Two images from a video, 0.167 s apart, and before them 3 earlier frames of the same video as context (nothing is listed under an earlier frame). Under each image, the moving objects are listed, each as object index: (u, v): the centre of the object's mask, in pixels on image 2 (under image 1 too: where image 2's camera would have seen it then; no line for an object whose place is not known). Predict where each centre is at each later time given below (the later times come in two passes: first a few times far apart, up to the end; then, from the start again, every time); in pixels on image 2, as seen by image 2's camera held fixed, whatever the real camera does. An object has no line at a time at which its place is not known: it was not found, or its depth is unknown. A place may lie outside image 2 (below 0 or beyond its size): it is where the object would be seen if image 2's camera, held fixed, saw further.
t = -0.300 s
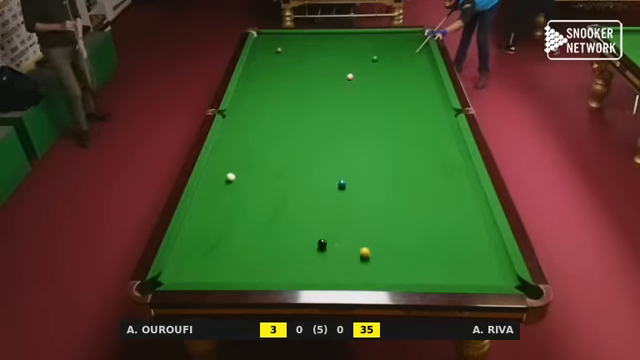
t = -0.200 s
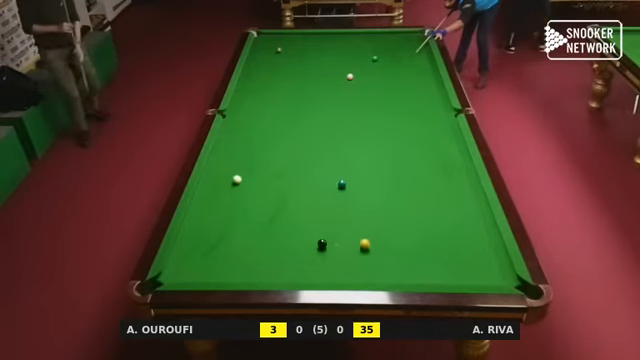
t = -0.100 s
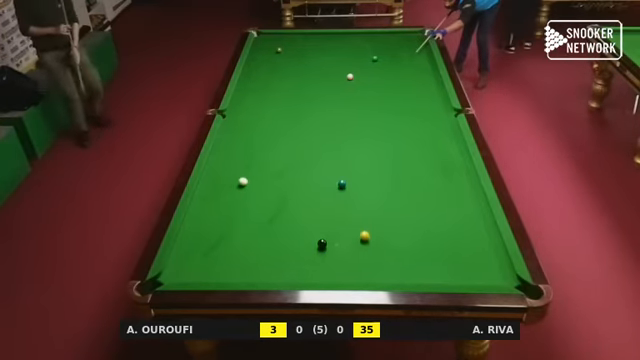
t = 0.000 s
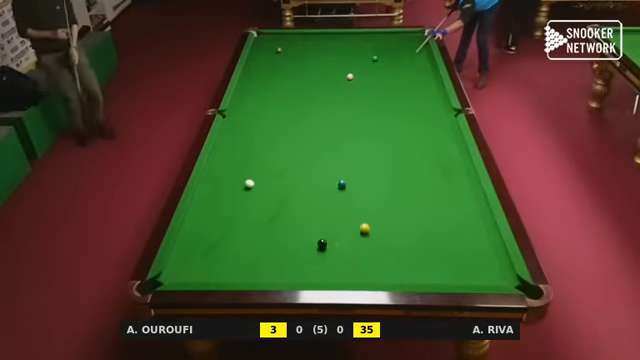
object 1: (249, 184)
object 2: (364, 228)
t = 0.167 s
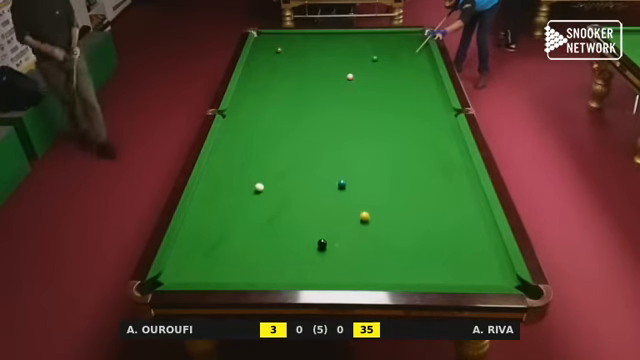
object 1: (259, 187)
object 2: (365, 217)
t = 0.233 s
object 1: (263, 189)
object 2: (365, 212)
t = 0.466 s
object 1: (277, 194)
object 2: (364, 197)
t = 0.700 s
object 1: (290, 198)
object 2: (364, 184)
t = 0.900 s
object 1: (302, 202)
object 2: (365, 174)
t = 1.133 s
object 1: (315, 206)
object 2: (365, 163)
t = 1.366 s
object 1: (327, 210)
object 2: (364, 153)
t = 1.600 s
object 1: (339, 215)
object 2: (364, 144)
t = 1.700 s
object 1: (344, 216)
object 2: (364, 141)
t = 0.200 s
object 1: (261, 188)
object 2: (365, 214)
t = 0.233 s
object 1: (263, 189)
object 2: (365, 212)
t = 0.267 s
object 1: (265, 189)
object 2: (365, 210)
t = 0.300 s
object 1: (267, 190)
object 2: (365, 208)
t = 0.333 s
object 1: (269, 191)
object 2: (364, 205)
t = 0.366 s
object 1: (271, 192)
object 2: (364, 203)
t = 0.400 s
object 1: (273, 192)
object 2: (364, 201)
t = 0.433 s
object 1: (275, 193)
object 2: (364, 199)
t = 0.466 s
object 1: (277, 194)
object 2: (364, 197)
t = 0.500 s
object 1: (278, 194)
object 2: (364, 195)
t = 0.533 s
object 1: (280, 195)
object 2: (364, 194)
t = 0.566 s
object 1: (282, 196)
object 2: (364, 192)
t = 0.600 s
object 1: (284, 196)
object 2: (364, 190)
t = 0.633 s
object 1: (286, 197)
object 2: (364, 188)
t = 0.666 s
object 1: (288, 198)
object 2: (364, 186)
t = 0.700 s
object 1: (290, 198)
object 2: (364, 184)
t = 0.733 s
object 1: (292, 199)
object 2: (364, 182)
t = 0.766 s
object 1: (294, 200)
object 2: (364, 181)
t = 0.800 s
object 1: (296, 200)
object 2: (364, 179)
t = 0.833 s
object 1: (298, 201)
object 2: (364, 178)
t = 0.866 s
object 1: (300, 201)
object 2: (364, 175)
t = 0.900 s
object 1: (302, 202)
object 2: (365, 174)
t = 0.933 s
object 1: (303, 203)
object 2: (364, 172)
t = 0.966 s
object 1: (305, 203)
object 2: (364, 171)
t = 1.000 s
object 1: (307, 204)
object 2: (364, 169)
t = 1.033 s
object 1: (309, 204)
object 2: (365, 168)
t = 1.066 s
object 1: (311, 205)
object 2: (364, 166)
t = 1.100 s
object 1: (313, 206)
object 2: (364, 165)
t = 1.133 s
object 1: (315, 206)
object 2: (365, 163)
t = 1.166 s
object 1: (316, 207)
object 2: (365, 162)
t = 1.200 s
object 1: (318, 208)
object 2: (365, 160)
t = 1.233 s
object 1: (320, 208)
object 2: (365, 159)
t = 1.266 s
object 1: (322, 209)
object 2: (364, 157)
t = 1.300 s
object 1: (324, 209)
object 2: (365, 156)
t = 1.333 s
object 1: (325, 210)
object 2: (365, 155)
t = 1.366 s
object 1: (327, 210)
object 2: (364, 153)
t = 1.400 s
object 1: (329, 211)
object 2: (365, 152)
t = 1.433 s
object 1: (331, 212)
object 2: (364, 150)
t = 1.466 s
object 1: (332, 212)
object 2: (364, 149)
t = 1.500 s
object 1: (334, 213)
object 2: (364, 148)
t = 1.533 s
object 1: (336, 213)
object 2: (365, 147)
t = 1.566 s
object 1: (337, 214)
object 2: (364, 146)
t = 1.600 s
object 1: (339, 215)
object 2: (364, 144)
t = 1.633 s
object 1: (341, 215)
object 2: (364, 143)
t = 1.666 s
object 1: (342, 216)
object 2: (364, 142)
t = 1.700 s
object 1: (344, 216)
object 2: (364, 141)
